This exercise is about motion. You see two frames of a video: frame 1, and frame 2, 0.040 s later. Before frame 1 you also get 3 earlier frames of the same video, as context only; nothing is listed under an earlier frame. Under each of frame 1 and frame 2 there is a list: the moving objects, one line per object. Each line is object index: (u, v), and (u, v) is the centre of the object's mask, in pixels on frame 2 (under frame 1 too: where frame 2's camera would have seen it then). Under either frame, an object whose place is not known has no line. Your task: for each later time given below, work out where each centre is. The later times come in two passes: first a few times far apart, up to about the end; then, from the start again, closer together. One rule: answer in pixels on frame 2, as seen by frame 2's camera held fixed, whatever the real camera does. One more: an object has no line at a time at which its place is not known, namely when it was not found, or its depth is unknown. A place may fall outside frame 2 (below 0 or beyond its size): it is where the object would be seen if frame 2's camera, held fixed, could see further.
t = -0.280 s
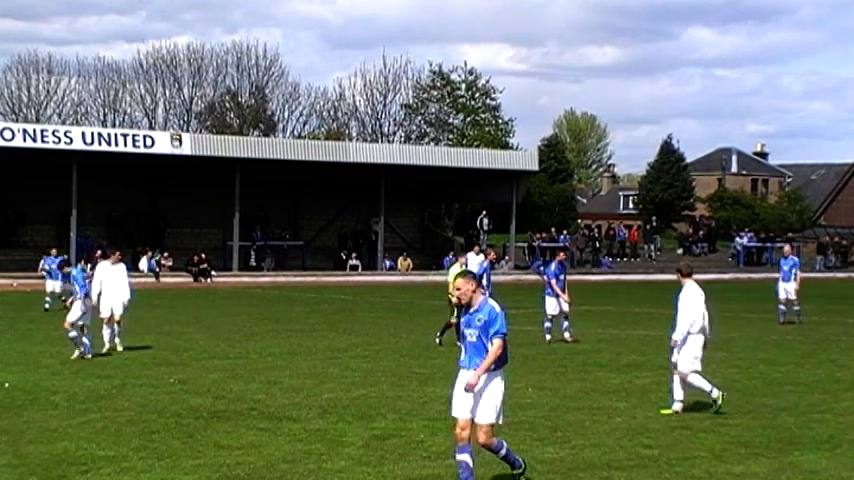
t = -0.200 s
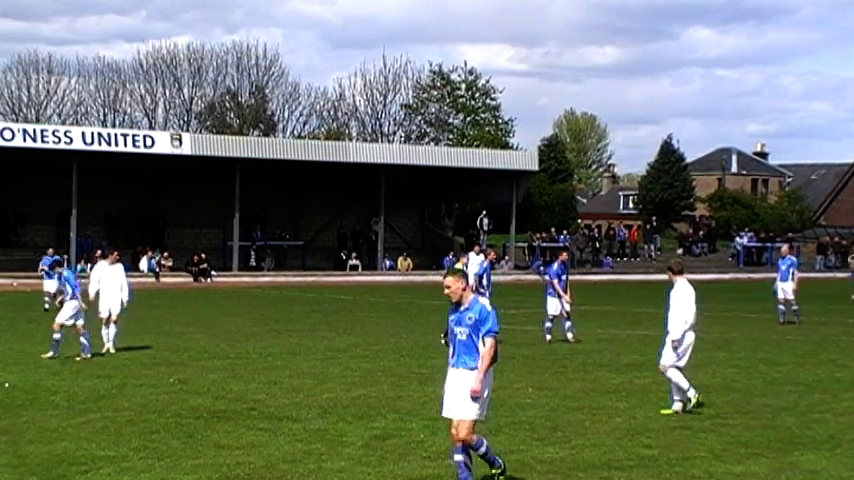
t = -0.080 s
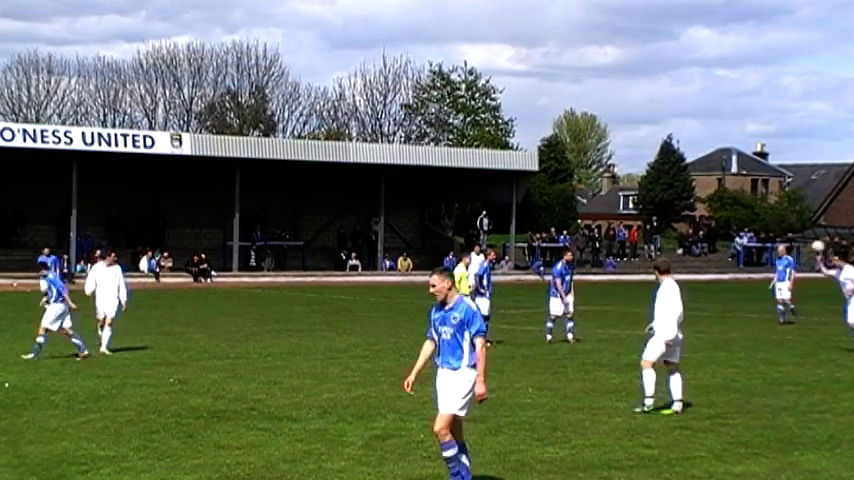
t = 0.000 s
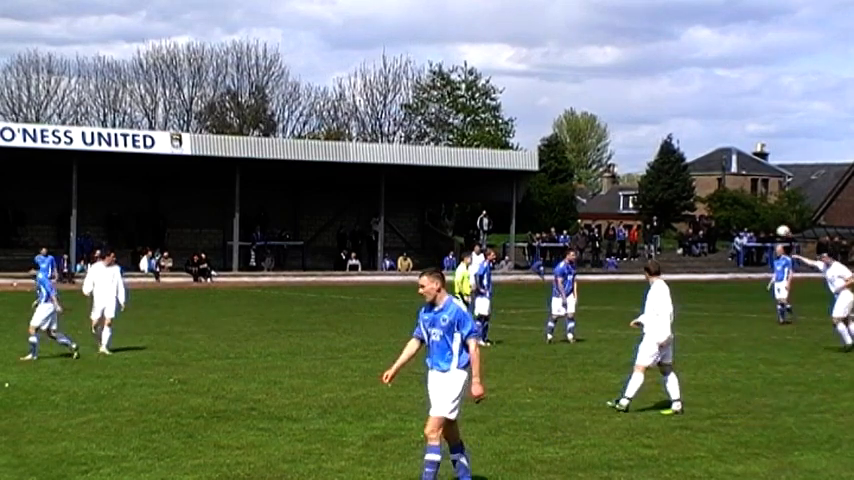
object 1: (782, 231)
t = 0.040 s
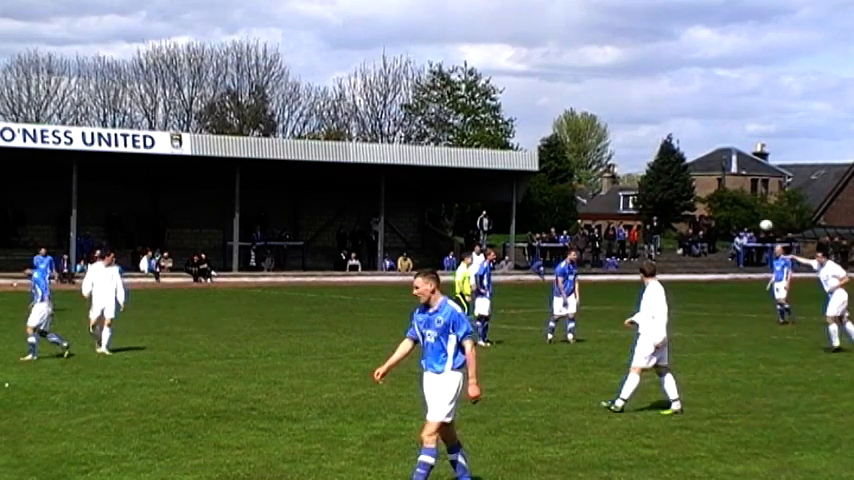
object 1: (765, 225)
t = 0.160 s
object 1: (715, 212)
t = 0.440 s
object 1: (602, 211)
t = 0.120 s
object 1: (732, 215)
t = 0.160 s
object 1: (715, 212)
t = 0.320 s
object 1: (650, 207)
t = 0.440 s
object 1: (602, 211)
